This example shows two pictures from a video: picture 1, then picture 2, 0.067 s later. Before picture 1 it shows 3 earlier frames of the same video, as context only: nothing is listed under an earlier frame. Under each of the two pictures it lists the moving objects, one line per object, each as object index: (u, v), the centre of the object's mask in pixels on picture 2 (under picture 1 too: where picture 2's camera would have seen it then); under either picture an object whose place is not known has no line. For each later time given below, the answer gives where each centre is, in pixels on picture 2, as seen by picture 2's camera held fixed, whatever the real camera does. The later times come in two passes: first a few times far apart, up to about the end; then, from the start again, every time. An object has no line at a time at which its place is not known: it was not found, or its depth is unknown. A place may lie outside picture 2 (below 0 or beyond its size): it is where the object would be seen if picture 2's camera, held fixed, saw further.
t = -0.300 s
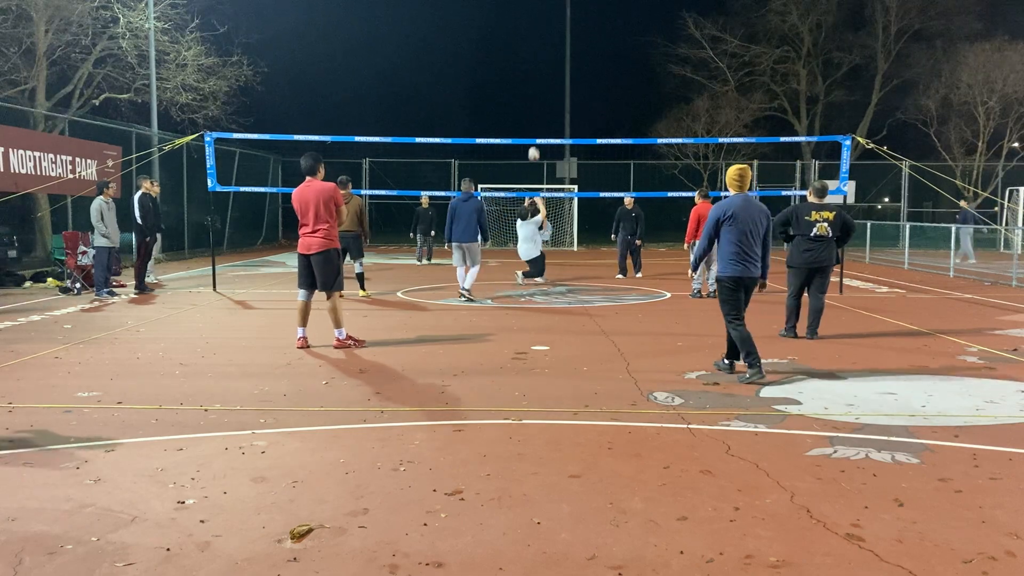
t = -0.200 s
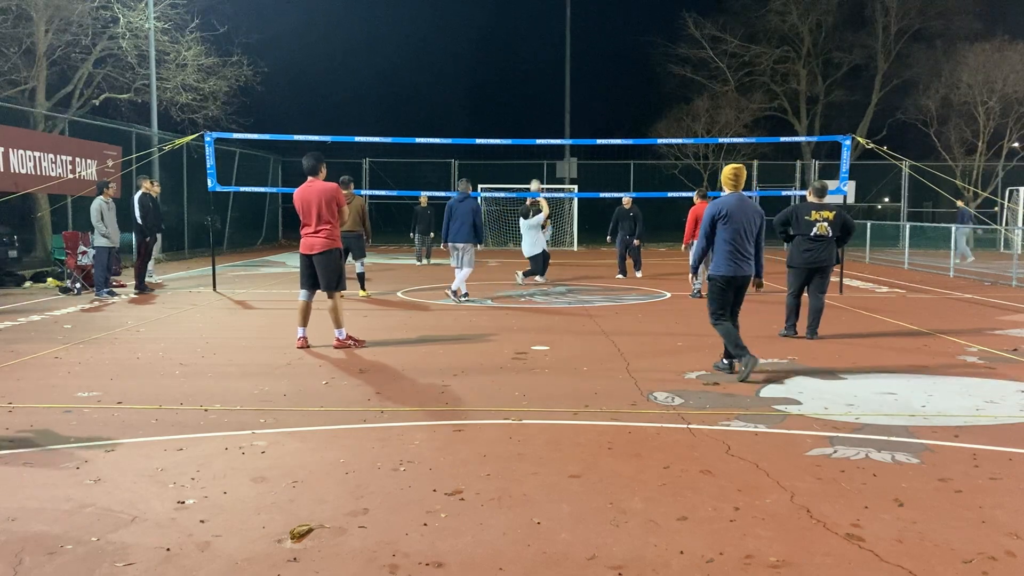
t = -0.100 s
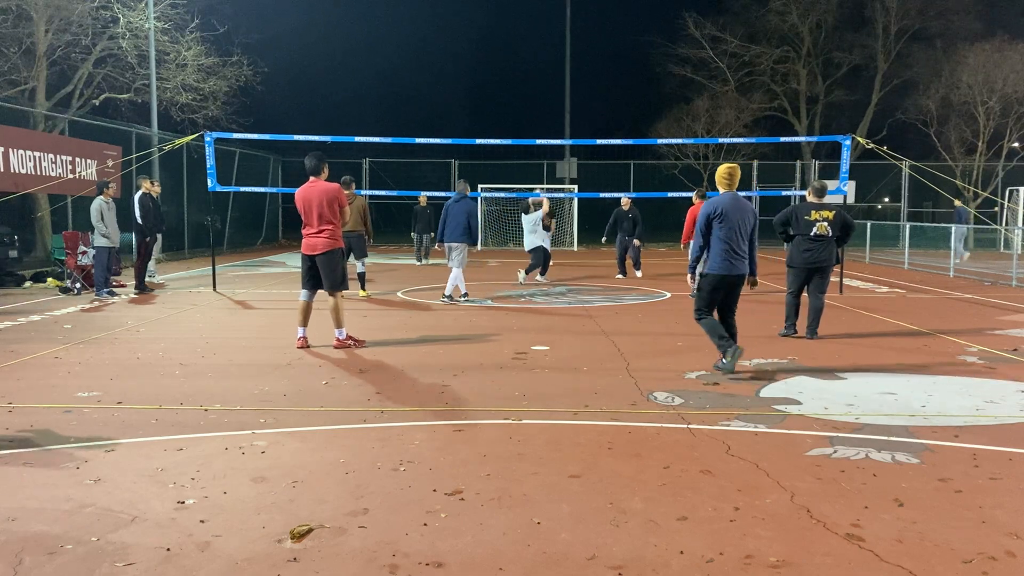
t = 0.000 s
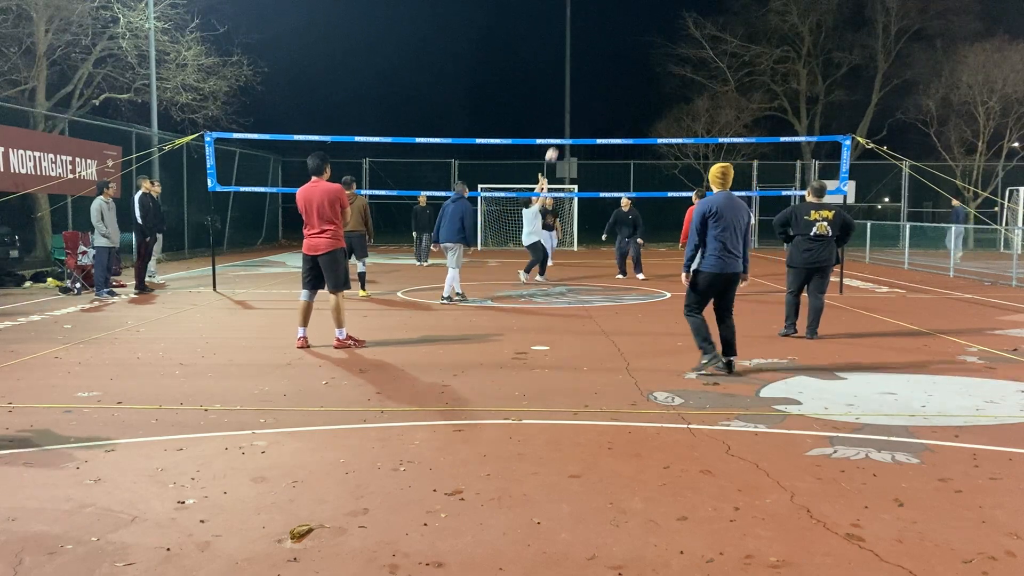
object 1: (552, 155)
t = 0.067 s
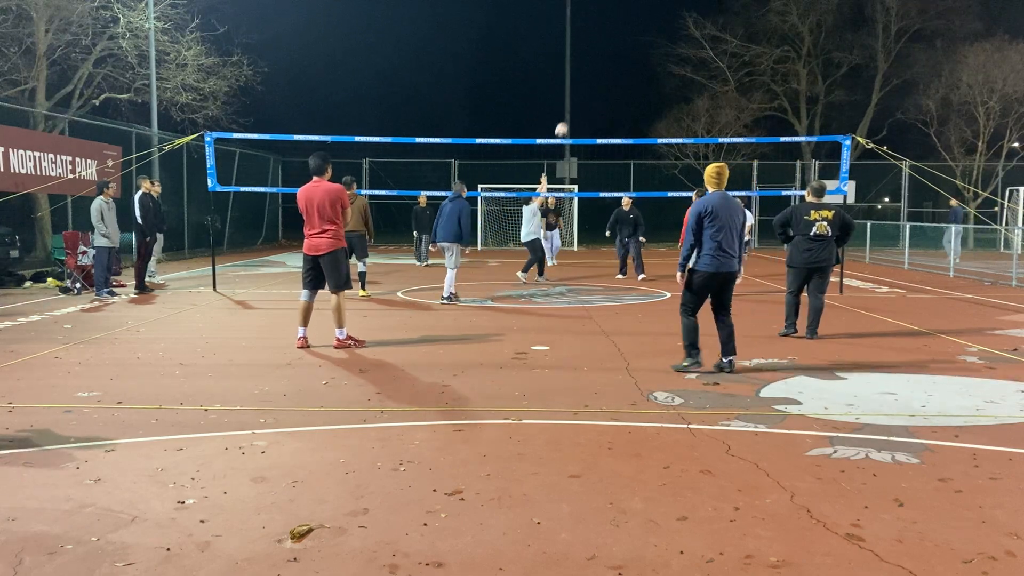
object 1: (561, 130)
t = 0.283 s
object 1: (592, 65)
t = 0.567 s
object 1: (630, 22)
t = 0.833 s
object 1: (665, 24)
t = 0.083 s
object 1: (564, 124)
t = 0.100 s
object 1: (566, 118)
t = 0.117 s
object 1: (569, 112)
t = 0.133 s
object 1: (571, 107)
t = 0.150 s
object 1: (573, 102)
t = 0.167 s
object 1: (576, 97)
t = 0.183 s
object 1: (578, 92)
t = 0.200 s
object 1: (580, 87)
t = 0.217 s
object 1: (583, 82)
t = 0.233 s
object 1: (585, 78)
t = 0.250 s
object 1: (587, 74)
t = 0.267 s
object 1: (590, 70)
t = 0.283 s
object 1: (592, 65)
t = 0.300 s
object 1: (594, 62)
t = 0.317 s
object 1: (597, 58)
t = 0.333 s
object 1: (599, 54)
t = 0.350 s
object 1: (601, 51)
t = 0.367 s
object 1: (603, 48)
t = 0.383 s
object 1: (606, 45)
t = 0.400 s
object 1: (608, 42)
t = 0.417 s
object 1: (610, 39)
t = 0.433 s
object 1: (613, 37)
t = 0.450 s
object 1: (615, 35)
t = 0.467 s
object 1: (617, 32)
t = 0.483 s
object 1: (619, 30)
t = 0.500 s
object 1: (622, 28)
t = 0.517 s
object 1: (624, 26)
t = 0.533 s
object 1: (626, 25)
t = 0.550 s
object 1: (628, 24)
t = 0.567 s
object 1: (630, 22)
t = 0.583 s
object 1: (633, 21)
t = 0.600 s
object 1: (635, 20)
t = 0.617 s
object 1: (637, 19)
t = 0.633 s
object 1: (639, 19)
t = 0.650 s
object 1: (641, 18)
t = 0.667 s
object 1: (644, 18)
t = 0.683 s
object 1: (646, 18)
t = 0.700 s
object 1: (648, 18)
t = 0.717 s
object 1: (650, 18)
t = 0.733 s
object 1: (652, 18)
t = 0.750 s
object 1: (655, 19)
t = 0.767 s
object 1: (657, 20)
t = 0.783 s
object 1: (659, 20)
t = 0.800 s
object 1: (661, 22)
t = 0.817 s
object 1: (663, 23)
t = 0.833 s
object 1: (665, 24)
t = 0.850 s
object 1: (668, 25)
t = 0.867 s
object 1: (670, 27)
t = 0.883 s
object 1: (672, 29)
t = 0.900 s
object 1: (674, 31)
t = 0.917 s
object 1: (676, 33)
